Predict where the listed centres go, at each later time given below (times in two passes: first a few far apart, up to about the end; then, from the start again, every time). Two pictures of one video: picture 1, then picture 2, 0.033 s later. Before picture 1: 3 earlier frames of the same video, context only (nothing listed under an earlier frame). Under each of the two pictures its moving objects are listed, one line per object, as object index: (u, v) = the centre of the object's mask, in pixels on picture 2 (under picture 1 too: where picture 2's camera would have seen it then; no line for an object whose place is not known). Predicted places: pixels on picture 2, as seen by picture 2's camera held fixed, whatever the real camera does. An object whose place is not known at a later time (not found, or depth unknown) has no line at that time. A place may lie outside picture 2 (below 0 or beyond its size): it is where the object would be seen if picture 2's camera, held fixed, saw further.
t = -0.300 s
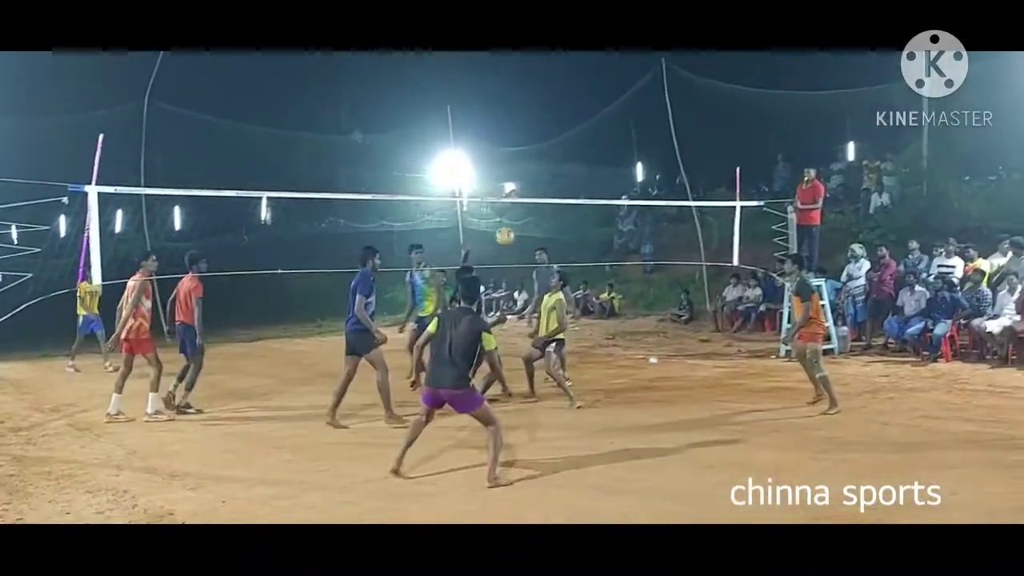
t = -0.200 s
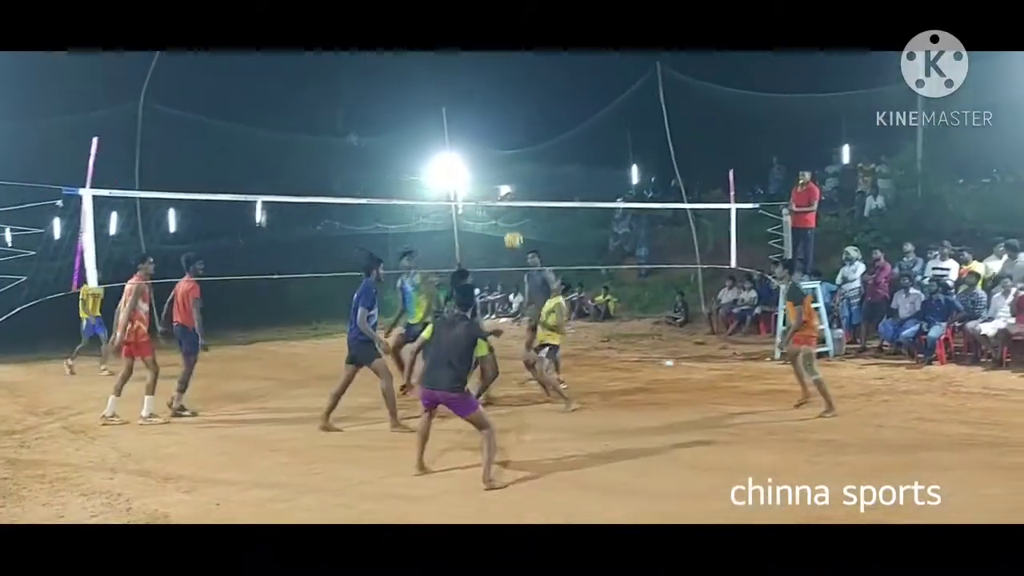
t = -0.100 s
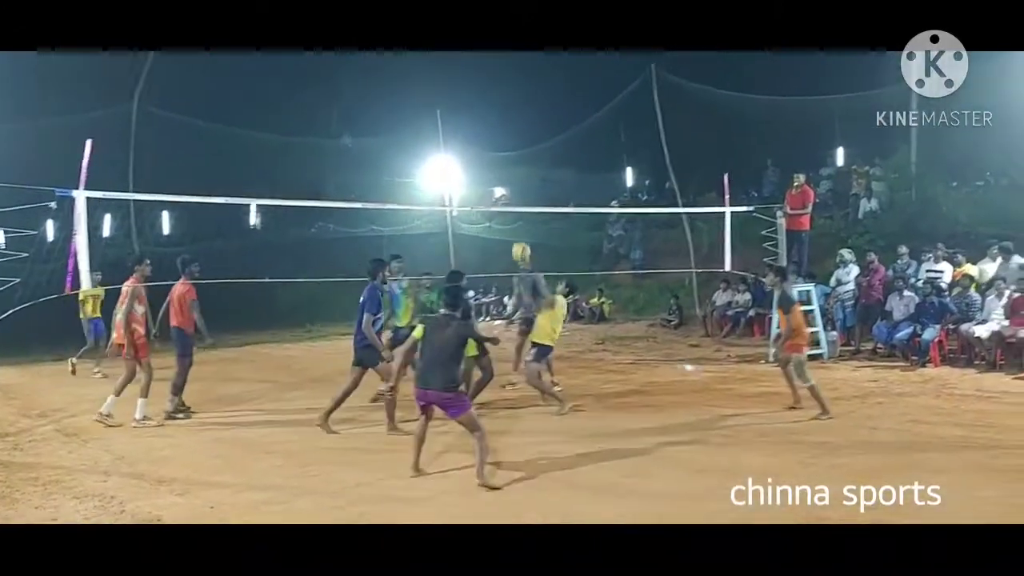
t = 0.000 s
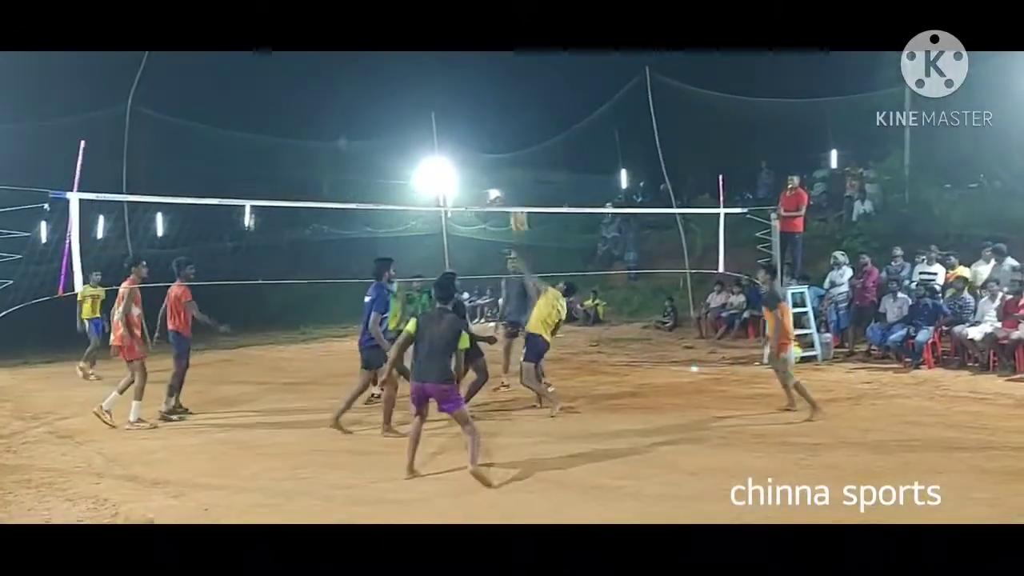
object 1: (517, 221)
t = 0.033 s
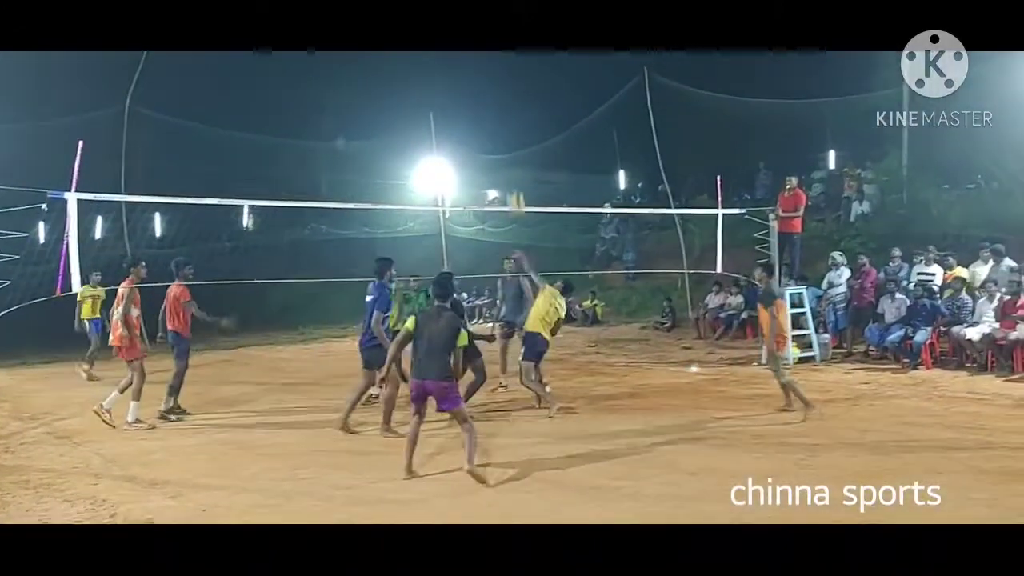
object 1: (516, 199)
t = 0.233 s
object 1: (510, 119)
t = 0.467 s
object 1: (507, 67)
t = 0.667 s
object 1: (505, 56)
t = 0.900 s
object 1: (504, 79)
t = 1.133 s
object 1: (505, 133)
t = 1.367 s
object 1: (505, 219)
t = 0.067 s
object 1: (515, 186)
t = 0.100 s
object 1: (514, 169)
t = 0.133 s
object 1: (512, 155)
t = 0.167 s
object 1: (511, 139)
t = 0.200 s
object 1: (511, 129)
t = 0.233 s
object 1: (510, 119)
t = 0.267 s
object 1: (509, 108)
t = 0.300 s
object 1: (509, 99)
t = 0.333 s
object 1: (509, 90)
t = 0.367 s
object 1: (508, 84)
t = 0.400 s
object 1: (507, 77)
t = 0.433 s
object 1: (507, 72)
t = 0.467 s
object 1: (507, 67)
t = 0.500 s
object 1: (506, 63)
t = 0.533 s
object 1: (506, 61)
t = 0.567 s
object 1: (506, 59)
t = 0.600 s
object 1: (505, 57)
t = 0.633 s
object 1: (505, 56)
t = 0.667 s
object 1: (505, 56)
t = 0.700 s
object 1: (505, 58)
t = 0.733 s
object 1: (504, 60)
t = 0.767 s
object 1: (505, 62)
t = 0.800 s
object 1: (504, 65)
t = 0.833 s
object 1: (504, 69)
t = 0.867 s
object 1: (504, 74)
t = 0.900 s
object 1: (504, 79)
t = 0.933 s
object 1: (504, 84)
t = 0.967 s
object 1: (504, 91)
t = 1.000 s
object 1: (505, 98)
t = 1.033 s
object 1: (504, 106)
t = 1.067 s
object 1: (505, 115)
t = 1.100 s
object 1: (505, 123)
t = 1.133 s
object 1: (505, 133)
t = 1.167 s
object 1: (505, 144)
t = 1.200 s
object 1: (505, 154)
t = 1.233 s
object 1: (505, 165)
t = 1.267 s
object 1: (505, 176)
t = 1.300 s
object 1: (506, 189)
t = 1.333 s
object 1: (506, 201)
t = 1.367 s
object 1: (505, 219)
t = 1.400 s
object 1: (506, 227)
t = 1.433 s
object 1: (505, 243)
